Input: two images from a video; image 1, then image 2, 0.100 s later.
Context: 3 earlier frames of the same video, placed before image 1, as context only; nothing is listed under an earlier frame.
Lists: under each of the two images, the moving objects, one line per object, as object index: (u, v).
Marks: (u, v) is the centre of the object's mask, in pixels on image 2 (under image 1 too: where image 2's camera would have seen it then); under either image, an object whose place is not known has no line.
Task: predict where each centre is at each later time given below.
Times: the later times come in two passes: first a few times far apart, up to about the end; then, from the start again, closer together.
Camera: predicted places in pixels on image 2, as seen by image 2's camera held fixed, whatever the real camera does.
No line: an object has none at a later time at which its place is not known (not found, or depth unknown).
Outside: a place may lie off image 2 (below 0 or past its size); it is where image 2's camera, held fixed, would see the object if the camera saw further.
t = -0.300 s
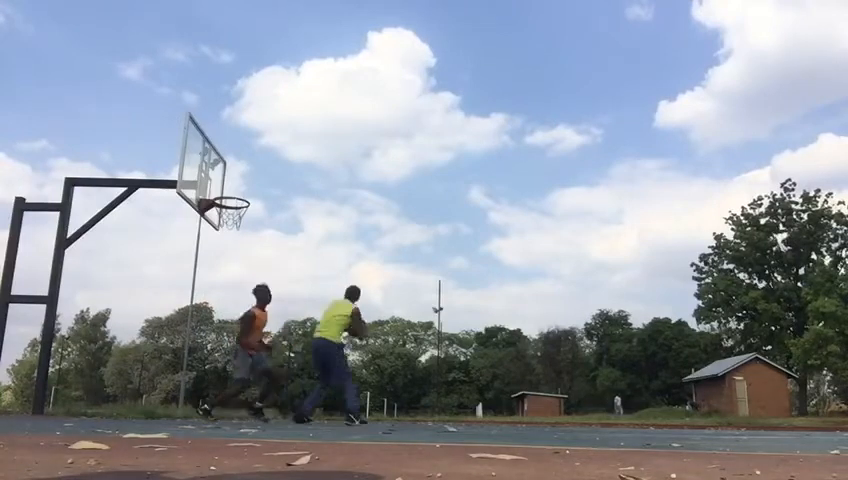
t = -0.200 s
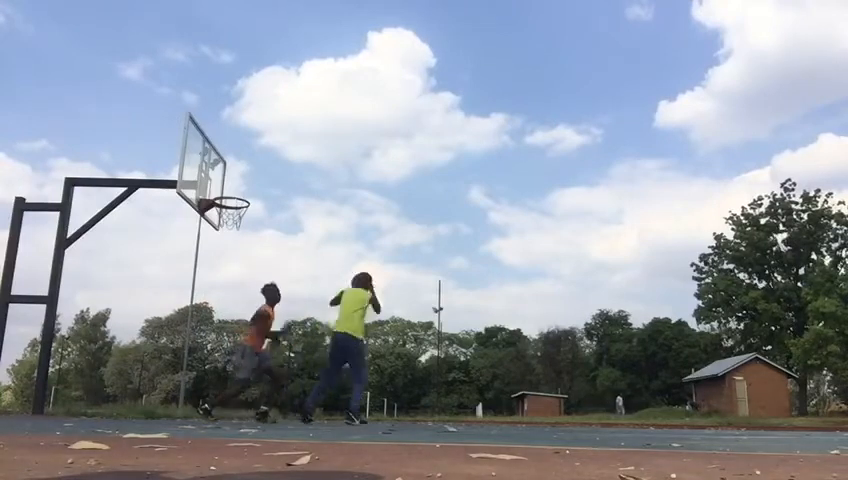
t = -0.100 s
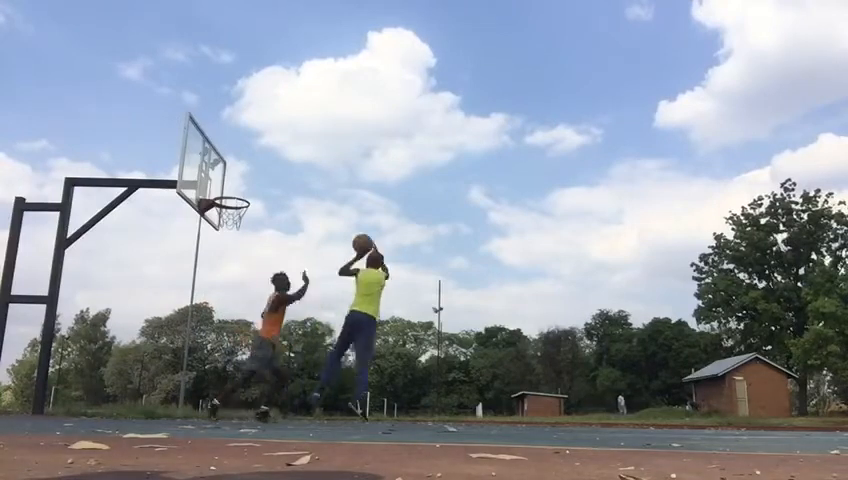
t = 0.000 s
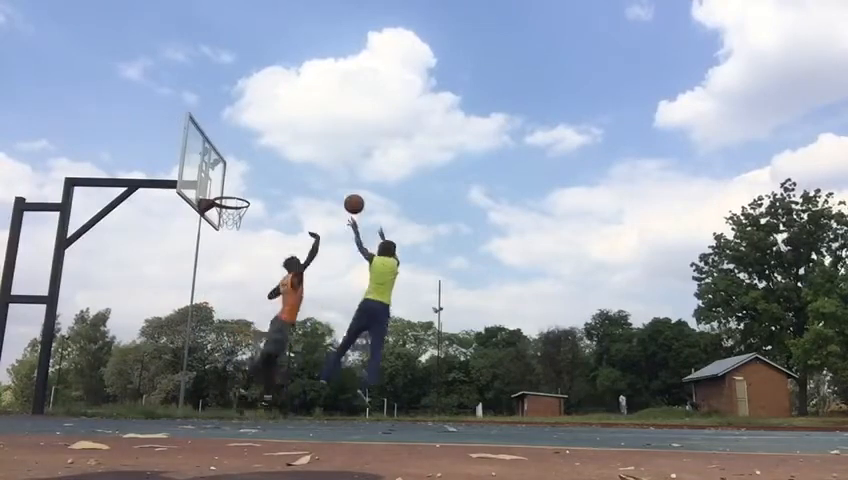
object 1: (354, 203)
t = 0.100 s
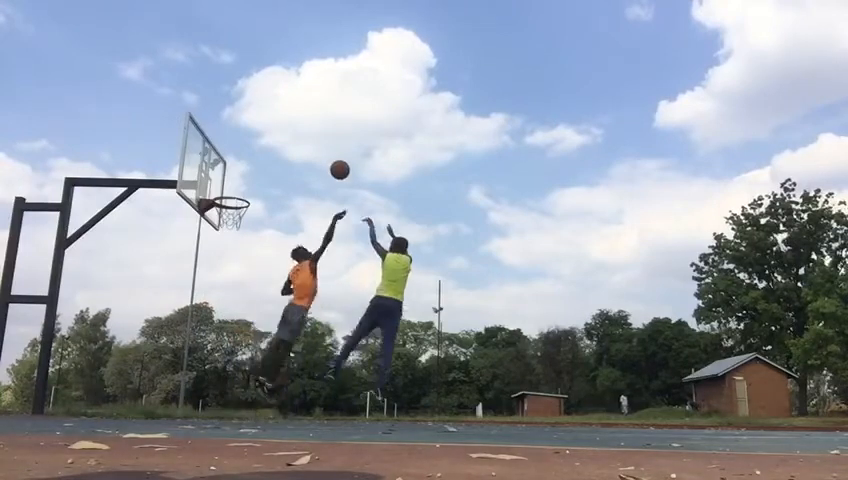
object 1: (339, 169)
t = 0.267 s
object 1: (316, 131)
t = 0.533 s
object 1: (278, 113)
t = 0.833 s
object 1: (233, 152)
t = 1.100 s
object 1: (217, 186)
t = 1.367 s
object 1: (253, 216)
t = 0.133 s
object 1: (335, 160)
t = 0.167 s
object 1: (330, 152)
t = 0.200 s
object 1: (325, 144)
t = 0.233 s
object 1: (321, 137)
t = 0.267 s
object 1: (316, 131)
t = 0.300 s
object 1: (311, 126)
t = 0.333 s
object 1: (306, 122)
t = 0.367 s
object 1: (302, 118)
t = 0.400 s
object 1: (297, 115)
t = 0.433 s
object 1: (292, 114)
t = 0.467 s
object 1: (287, 113)
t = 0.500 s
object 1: (283, 112)
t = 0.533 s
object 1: (278, 113)
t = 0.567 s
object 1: (273, 114)
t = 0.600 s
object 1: (268, 116)
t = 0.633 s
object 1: (264, 119)
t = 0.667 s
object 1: (259, 122)
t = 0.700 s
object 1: (253, 127)
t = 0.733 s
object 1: (248, 132)
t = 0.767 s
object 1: (244, 138)
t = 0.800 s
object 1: (238, 144)
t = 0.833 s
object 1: (233, 152)
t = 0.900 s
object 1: (223, 169)
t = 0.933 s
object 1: (217, 179)
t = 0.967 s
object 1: (212, 190)
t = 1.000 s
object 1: (204, 188)
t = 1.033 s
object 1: (207, 187)
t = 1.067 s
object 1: (212, 186)
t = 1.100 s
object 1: (217, 186)
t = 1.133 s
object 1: (221, 187)
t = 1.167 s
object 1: (226, 188)
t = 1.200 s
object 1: (231, 190)
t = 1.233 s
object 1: (235, 194)
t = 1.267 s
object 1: (240, 199)
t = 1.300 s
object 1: (244, 203)
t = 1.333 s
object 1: (249, 209)
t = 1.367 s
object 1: (253, 216)
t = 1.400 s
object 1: (258, 224)
